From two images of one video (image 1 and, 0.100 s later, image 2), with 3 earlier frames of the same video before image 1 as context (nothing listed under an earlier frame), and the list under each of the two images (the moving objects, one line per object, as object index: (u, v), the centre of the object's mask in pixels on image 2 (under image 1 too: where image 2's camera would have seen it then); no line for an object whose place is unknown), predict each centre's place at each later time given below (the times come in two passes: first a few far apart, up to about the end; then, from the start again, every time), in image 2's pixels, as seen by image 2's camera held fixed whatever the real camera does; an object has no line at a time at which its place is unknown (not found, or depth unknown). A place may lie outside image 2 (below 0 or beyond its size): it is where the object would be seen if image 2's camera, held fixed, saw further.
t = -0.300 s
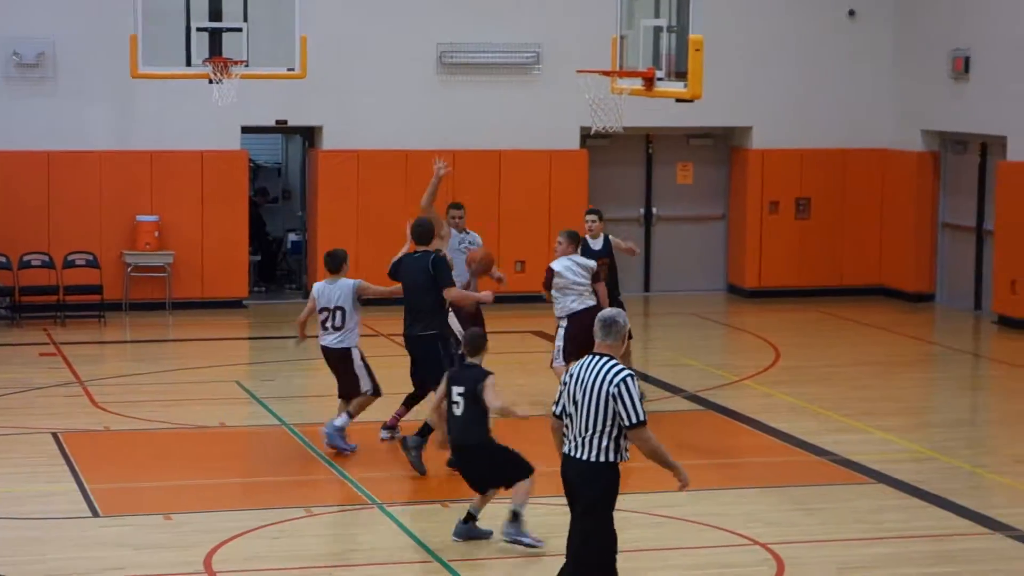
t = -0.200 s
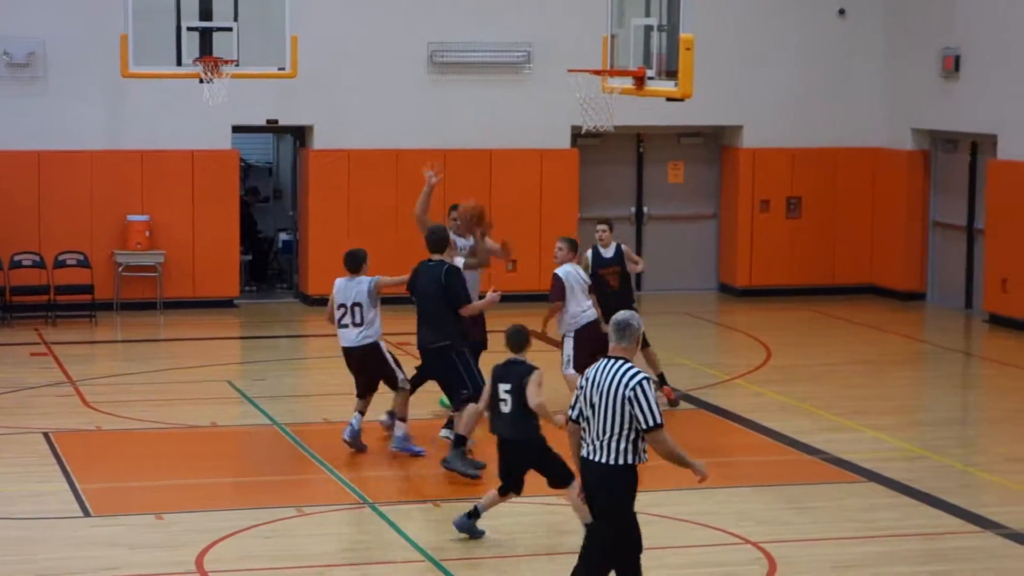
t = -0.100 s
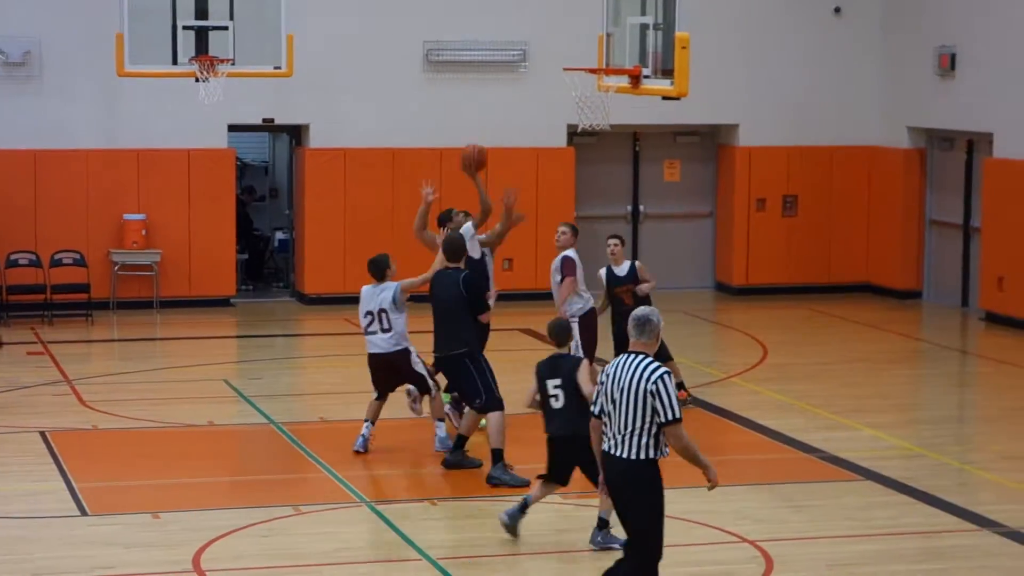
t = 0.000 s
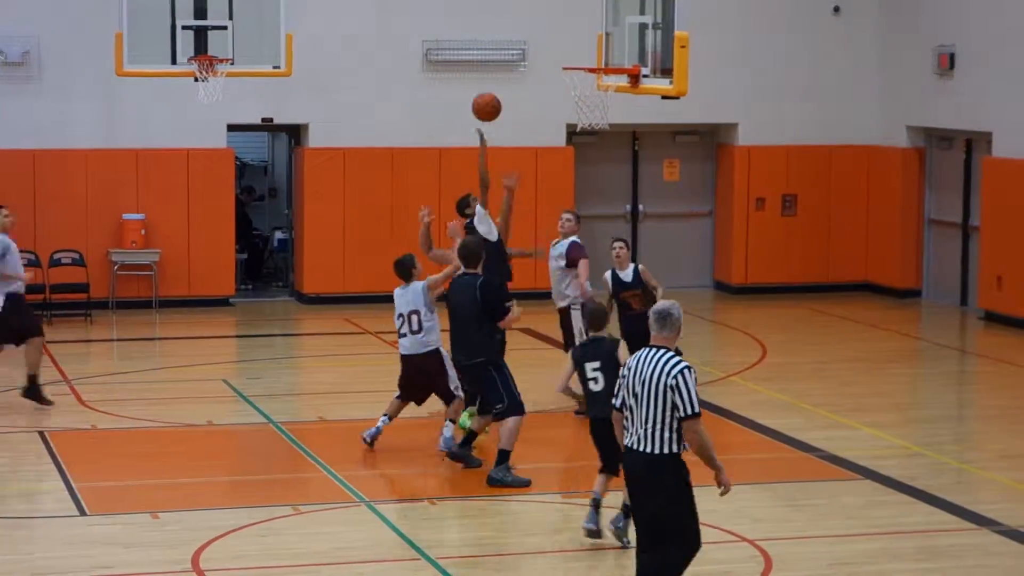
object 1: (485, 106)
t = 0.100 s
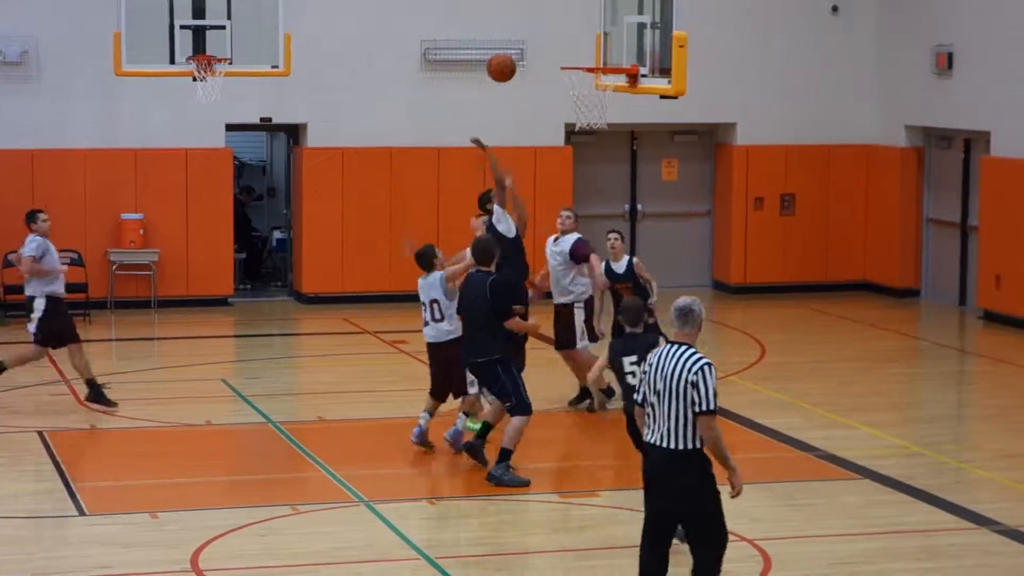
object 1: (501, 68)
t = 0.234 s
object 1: (523, 34)
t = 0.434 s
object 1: (555, 24)
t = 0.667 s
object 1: (592, 76)
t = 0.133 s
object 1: (507, 57)
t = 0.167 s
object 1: (512, 48)
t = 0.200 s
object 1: (518, 40)
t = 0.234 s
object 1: (523, 34)
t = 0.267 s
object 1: (528, 29)
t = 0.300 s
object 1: (534, 25)
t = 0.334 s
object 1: (539, 23)
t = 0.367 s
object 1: (545, 22)
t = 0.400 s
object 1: (550, 22)
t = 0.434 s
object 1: (555, 24)
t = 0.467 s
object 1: (561, 27)
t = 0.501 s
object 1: (566, 32)
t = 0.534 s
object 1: (571, 38)
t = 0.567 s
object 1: (576, 45)
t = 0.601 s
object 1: (582, 53)
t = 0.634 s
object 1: (587, 64)
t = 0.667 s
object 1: (592, 76)
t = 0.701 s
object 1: (598, 88)
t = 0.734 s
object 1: (602, 100)
